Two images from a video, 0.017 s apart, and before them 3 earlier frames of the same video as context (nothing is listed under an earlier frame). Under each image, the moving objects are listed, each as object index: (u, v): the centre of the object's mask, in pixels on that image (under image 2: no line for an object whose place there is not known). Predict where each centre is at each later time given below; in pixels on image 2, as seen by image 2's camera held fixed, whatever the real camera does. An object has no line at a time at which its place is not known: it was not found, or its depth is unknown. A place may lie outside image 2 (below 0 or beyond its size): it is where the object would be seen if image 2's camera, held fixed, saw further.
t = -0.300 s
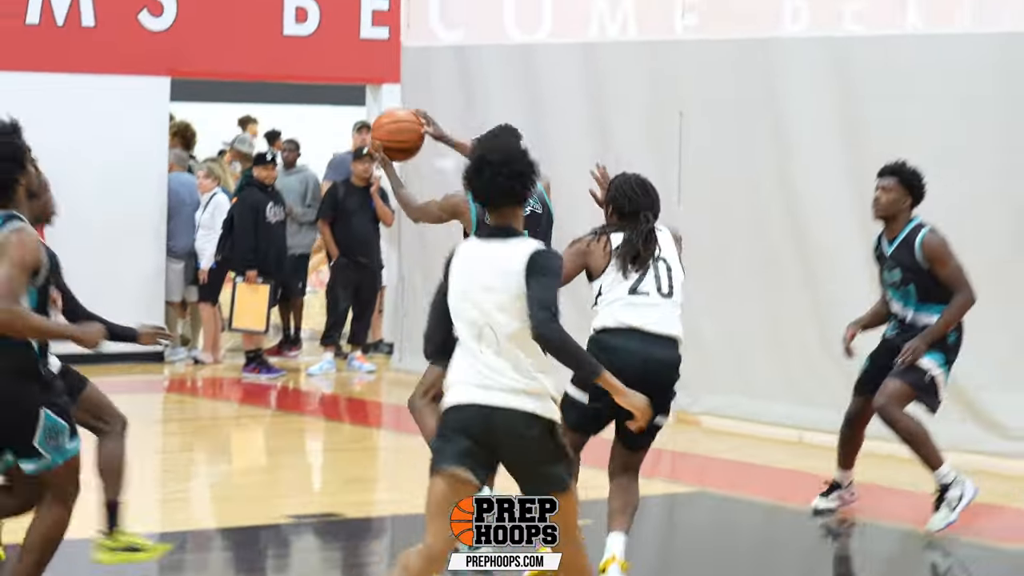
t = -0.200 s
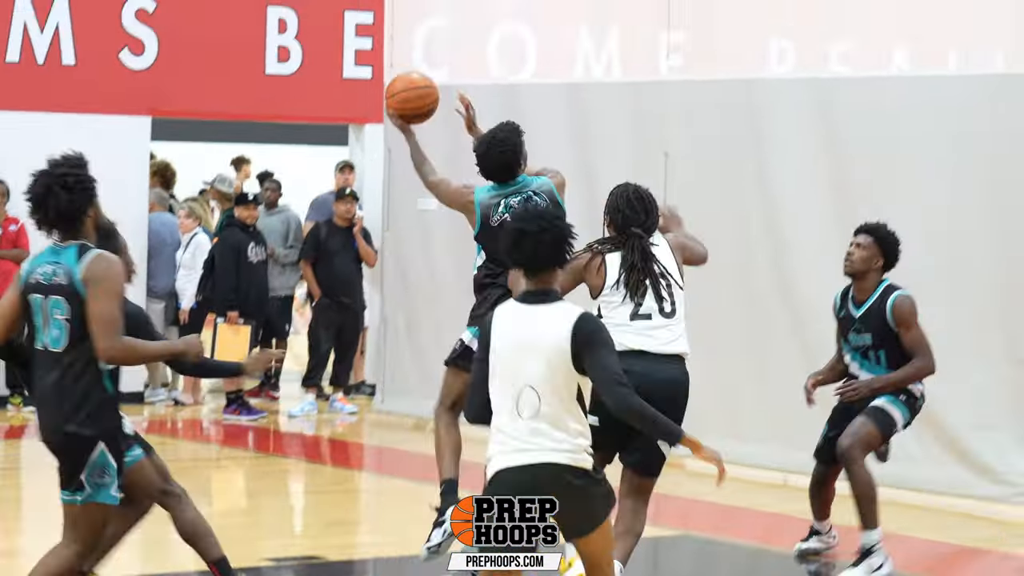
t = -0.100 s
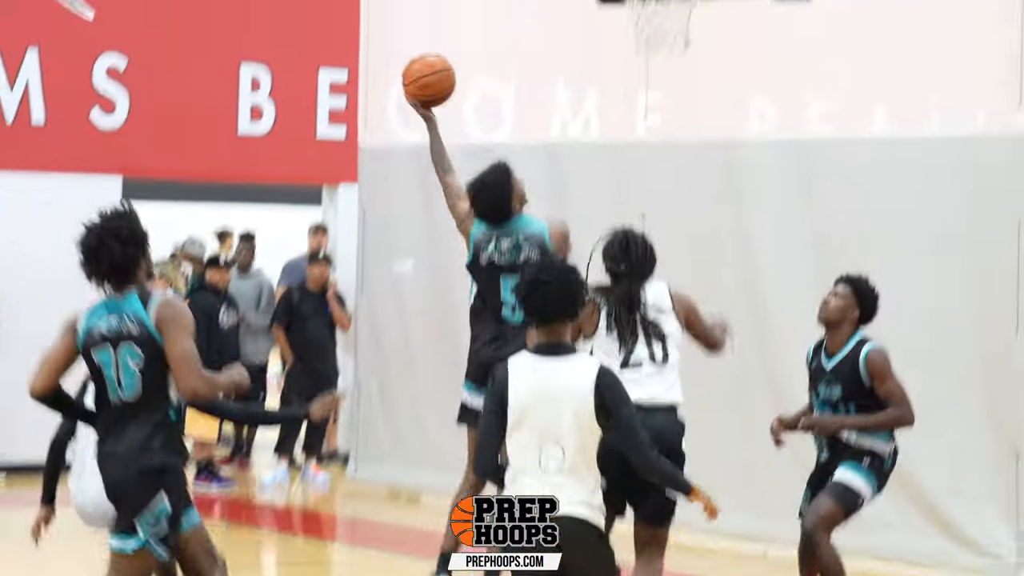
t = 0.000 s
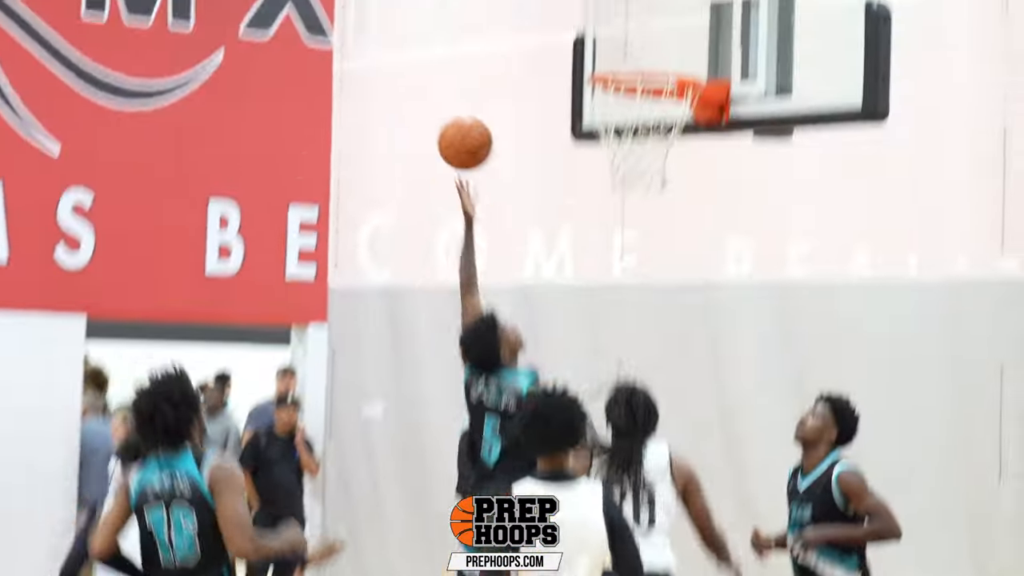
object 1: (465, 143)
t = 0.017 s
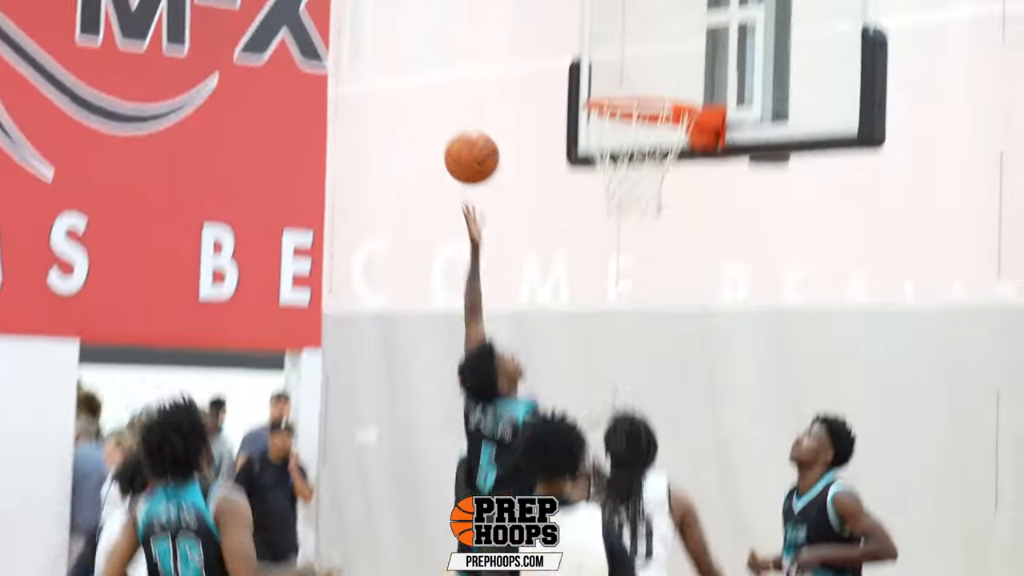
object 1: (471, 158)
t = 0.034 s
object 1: (483, 147)
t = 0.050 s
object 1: (494, 138)
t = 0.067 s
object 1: (506, 129)
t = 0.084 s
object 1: (517, 121)
